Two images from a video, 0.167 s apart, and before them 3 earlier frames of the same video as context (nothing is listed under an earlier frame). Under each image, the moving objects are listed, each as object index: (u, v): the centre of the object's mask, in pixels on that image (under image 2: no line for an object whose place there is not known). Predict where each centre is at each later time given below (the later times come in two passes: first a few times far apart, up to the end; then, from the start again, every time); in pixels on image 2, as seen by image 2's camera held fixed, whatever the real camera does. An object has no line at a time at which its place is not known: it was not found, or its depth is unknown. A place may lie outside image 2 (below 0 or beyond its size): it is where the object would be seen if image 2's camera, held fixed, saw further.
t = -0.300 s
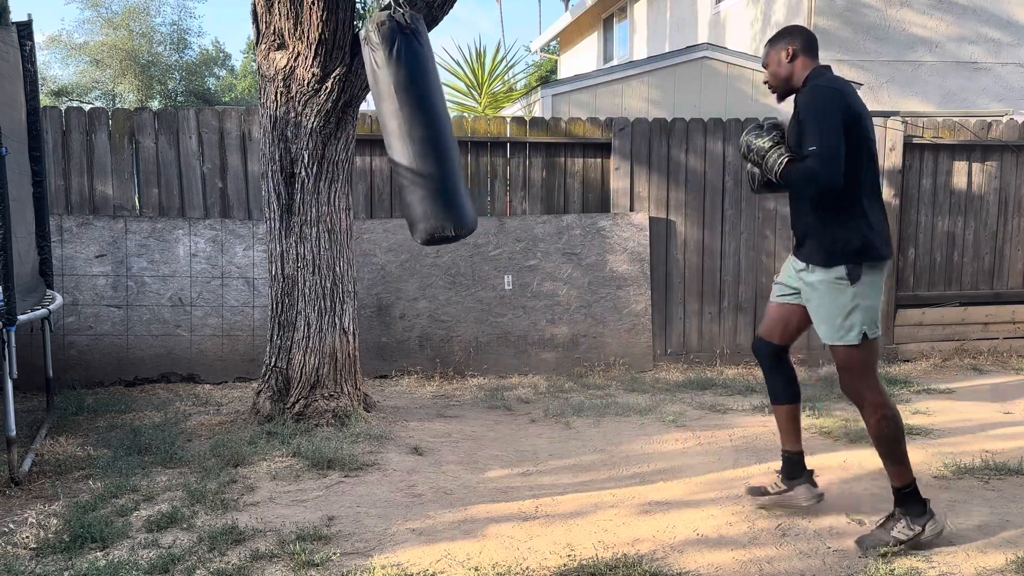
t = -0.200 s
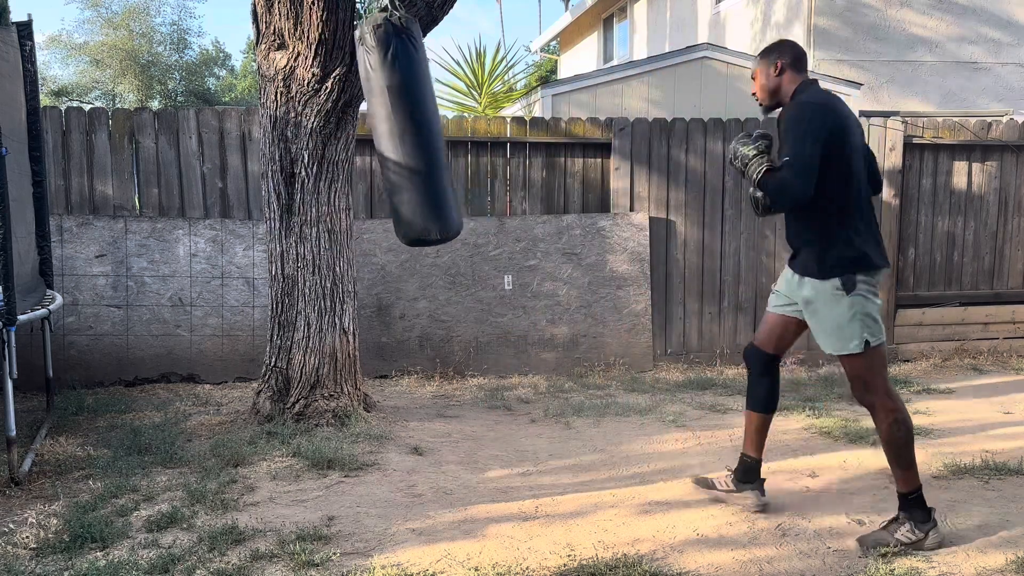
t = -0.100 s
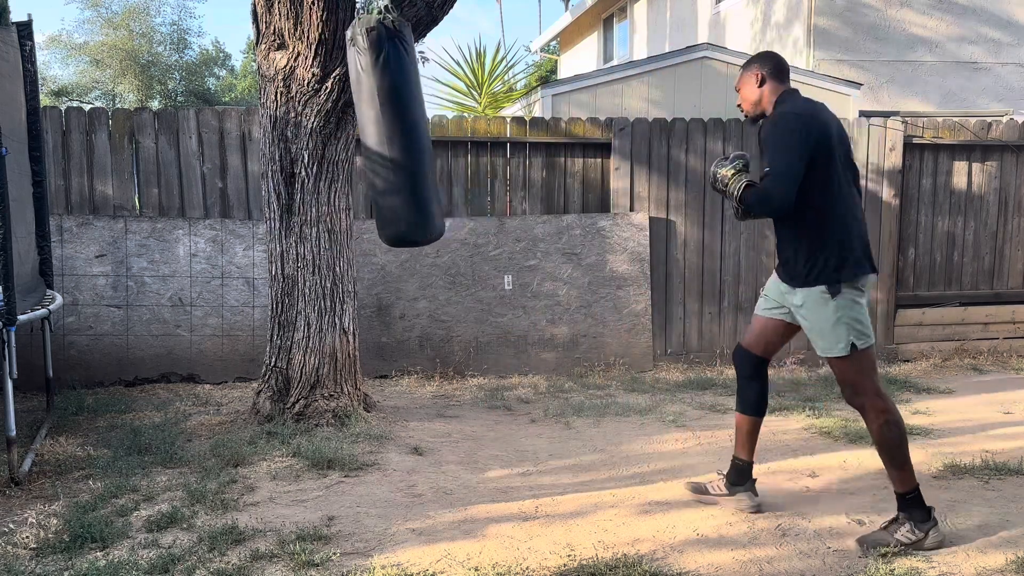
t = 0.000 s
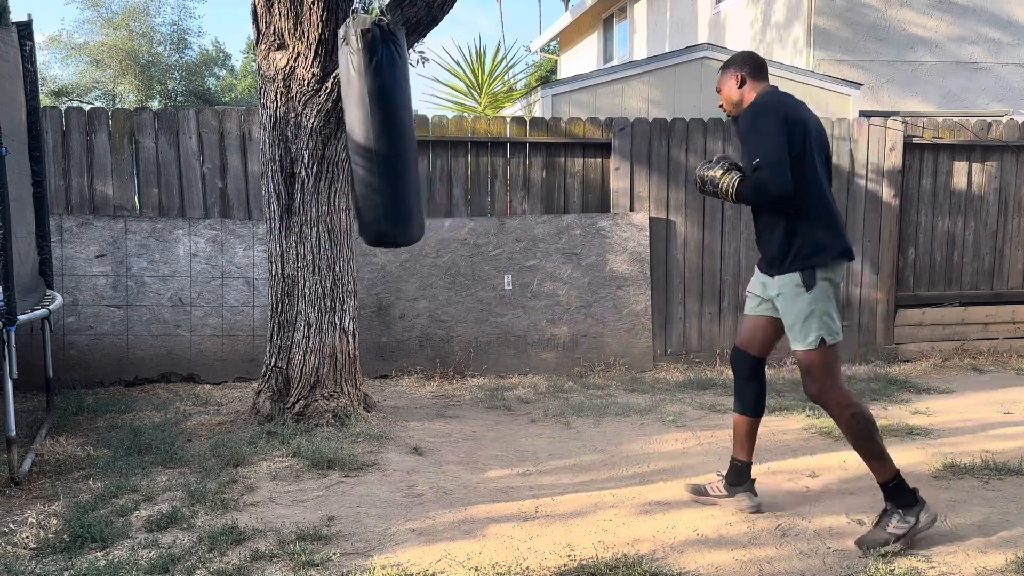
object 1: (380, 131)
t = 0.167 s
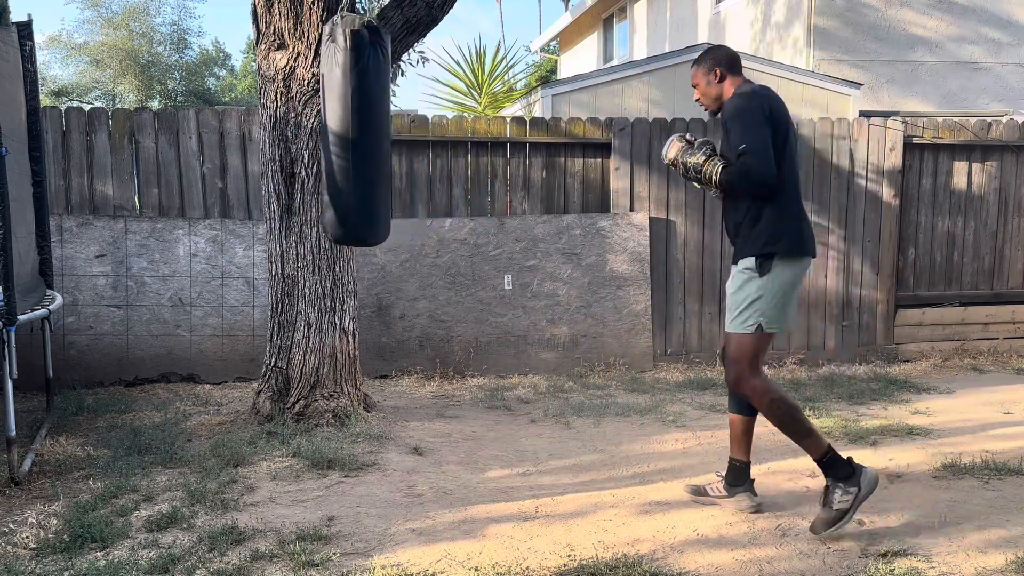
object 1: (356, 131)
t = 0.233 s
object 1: (346, 130)
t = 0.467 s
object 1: (322, 127)
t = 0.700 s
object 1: (315, 128)
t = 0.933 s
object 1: (330, 132)
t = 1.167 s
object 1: (363, 132)
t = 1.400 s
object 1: (398, 127)
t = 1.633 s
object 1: (421, 121)
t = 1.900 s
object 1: (420, 123)
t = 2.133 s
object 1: (399, 128)
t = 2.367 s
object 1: (365, 130)
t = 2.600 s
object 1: (331, 129)
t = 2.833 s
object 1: (309, 126)
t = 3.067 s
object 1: (308, 127)
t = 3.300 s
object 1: (330, 131)
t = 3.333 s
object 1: (335, 131)
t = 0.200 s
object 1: (351, 130)
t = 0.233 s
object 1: (346, 130)
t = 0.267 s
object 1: (342, 129)
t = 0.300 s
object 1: (338, 129)
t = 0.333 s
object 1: (334, 129)
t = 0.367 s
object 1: (331, 128)
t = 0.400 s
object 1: (328, 128)
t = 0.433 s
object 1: (325, 128)
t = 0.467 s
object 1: (322, 127)
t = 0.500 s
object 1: (319, 127)
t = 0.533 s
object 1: (318, 127)
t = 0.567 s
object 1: (317, 127)
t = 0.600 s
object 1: (316, 127)
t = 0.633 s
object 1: (316, 127)
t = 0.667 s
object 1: (315, 127)
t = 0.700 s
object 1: (315, 128)
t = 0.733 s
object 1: (316, 128)
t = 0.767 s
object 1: (317, 129)
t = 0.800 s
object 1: (319, 129)
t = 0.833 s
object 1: (320, 130)
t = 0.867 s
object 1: (323, 130)
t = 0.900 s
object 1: (326, 131)
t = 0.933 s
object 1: (330, 132)
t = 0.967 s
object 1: (334, 132)
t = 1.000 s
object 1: (338, 132)
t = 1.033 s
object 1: (343, 132)
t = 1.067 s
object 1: (347, 133)
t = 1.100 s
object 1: (353, 132)
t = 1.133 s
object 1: (358, 132)
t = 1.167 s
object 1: (363, 132)
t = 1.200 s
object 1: (368, 131)
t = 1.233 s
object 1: (373, 131)
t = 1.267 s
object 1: (379, 130)
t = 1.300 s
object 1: (384, 129)
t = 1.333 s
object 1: (389, 128)
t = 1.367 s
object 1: (393, 128)
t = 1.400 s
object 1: (398, 127)
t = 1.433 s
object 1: (403, 125)
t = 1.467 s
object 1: (407, 124)
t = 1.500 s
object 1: (410, 124)
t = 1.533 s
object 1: (413, 122)
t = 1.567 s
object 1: (416, 122)
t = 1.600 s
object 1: (418, 121)
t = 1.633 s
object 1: (421, 121)
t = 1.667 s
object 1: (422, 120)
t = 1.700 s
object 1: (423, 120)
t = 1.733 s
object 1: (424, 121)
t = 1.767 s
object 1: (424, 121)
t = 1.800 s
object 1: (424, 121)
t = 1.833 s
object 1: (423, 122)
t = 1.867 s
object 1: (422, 122)
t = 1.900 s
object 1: (420, 123)
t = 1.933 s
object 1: (419, 123)
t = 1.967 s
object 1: (416, 124)
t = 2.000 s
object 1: (414, 125)
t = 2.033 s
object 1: (411, 126)
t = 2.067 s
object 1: (407, 127)
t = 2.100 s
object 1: (403, 127)
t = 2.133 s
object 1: (399, 128)
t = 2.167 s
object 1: (395, 129)
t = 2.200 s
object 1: (390, 129)
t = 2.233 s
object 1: (385, 130)
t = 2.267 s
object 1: (380, 130)
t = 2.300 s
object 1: (375, 130)
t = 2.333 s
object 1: (370, 130)
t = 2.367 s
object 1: (365, 130)
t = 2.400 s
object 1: (360, 131)
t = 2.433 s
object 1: (355, 131)
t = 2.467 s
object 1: (349, 130)
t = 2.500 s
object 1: (344, 131)
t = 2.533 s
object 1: (340, 130)
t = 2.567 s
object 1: (335, 130)
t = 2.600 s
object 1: (331, 129)
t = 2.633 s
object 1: (327, 129)
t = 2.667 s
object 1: (323, 128)
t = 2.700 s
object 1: (319, 128)
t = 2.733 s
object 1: (317, 127)
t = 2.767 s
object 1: (313, 127)
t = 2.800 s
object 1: (311, 127)
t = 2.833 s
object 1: (309, 126)
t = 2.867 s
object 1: (308, 126)
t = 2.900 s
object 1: (307, 126)
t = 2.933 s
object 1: (306, 126)
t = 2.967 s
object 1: (306, 126)
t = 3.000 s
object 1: (306, 126)
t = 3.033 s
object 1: (307, 127)
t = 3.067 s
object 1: (308, 127)
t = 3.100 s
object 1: (310, 128)
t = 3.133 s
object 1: (312, 128)
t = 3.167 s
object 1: (315, 129)
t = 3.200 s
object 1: (318, 129)
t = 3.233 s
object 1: (322, 130)
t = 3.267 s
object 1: (326, 130)
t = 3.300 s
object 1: (330, 131)
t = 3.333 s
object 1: (335, 131)
